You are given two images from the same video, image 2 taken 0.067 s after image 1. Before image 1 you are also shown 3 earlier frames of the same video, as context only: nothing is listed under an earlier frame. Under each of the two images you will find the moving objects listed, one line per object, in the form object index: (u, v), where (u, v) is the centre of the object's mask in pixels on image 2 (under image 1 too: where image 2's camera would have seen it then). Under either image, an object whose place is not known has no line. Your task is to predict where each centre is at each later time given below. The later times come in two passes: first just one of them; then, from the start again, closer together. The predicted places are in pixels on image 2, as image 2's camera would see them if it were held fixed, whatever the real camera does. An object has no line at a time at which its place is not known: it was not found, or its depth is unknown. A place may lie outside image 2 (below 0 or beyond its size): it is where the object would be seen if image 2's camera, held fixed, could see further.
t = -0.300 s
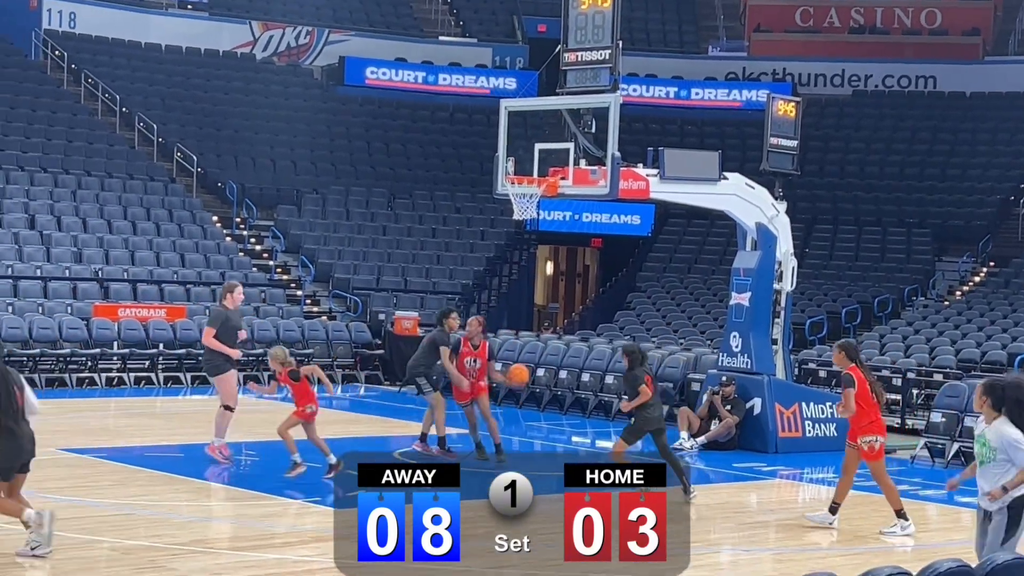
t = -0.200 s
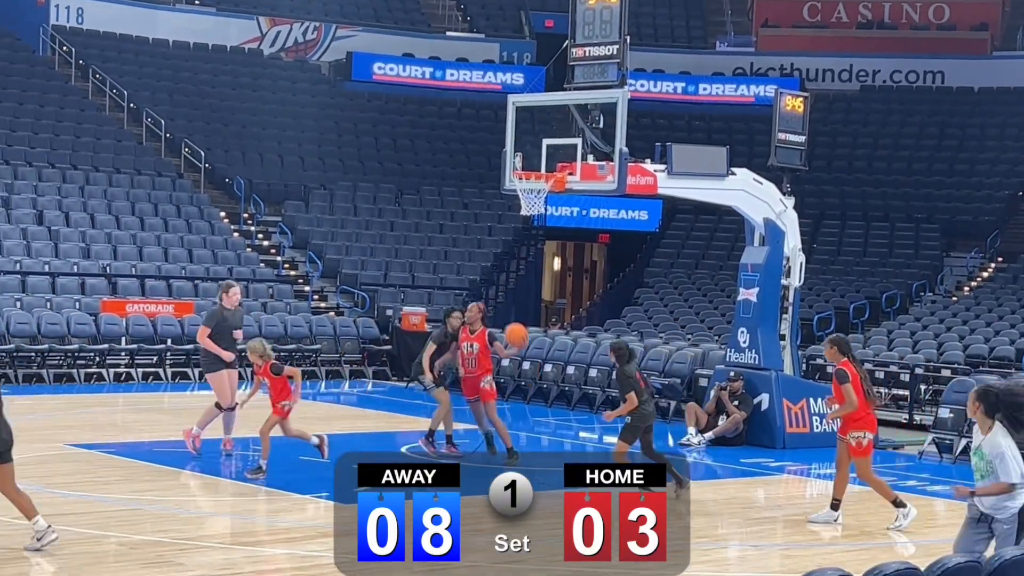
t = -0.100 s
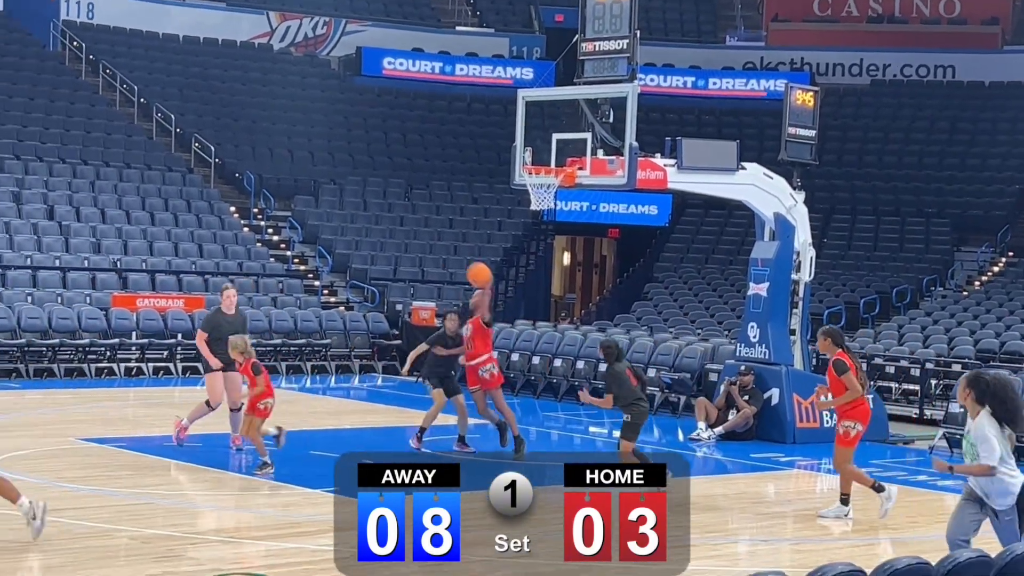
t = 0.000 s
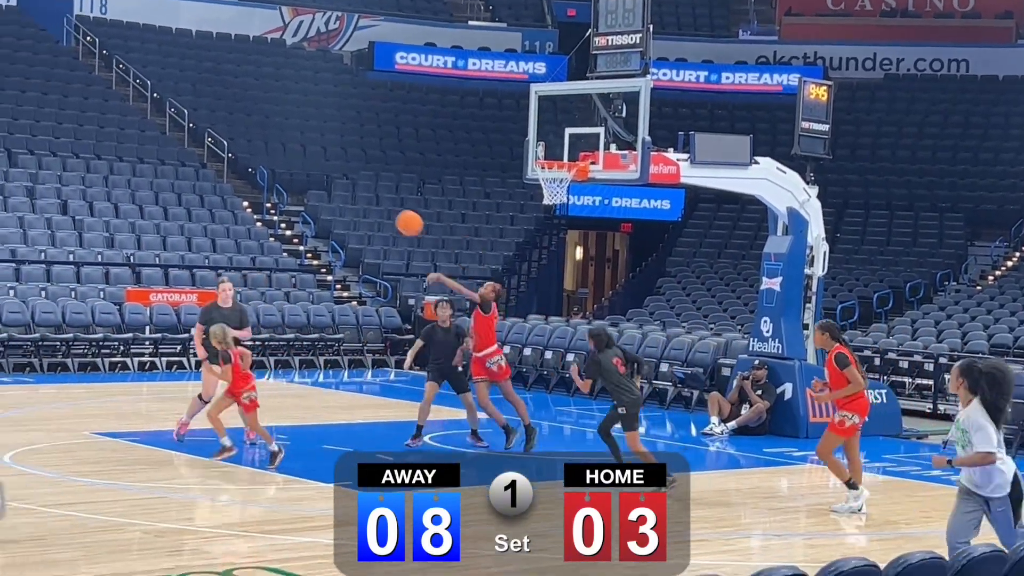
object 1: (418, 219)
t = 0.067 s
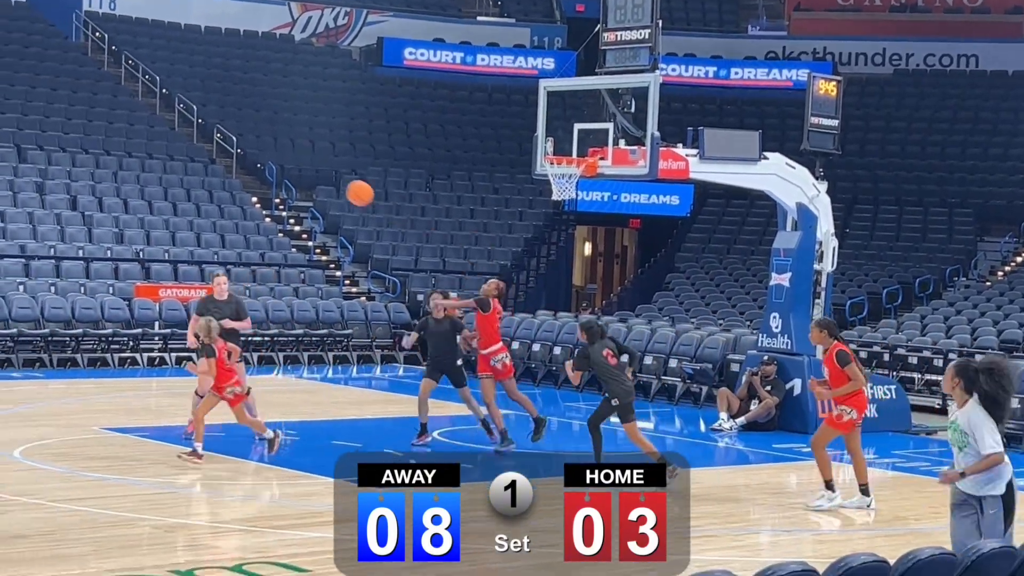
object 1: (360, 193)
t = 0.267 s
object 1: (178, 140)
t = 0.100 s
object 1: (330, 182)
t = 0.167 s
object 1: (270, 162)
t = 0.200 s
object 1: (240, 154)
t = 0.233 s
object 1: (210, 147)
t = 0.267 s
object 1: (178, 140)
